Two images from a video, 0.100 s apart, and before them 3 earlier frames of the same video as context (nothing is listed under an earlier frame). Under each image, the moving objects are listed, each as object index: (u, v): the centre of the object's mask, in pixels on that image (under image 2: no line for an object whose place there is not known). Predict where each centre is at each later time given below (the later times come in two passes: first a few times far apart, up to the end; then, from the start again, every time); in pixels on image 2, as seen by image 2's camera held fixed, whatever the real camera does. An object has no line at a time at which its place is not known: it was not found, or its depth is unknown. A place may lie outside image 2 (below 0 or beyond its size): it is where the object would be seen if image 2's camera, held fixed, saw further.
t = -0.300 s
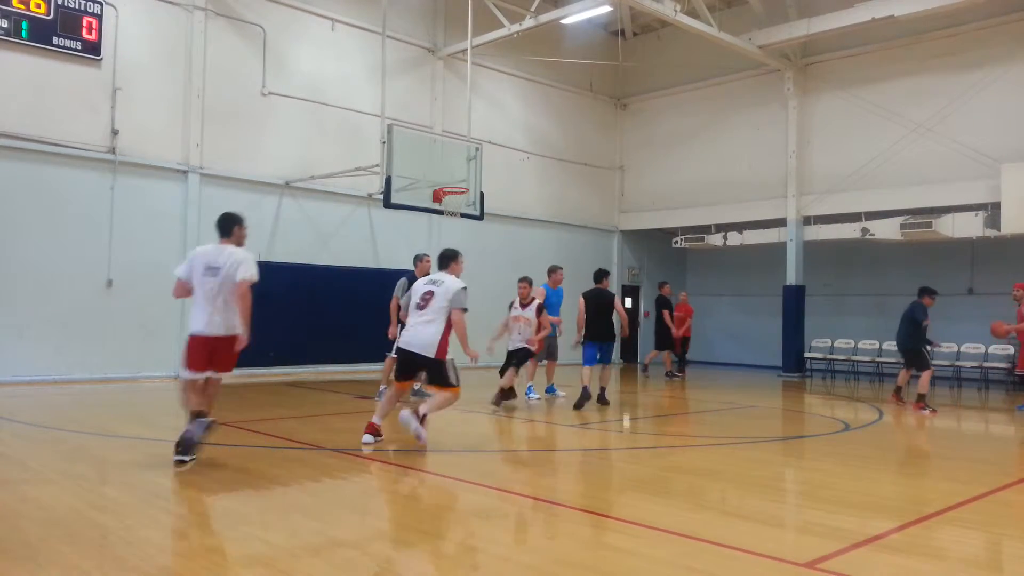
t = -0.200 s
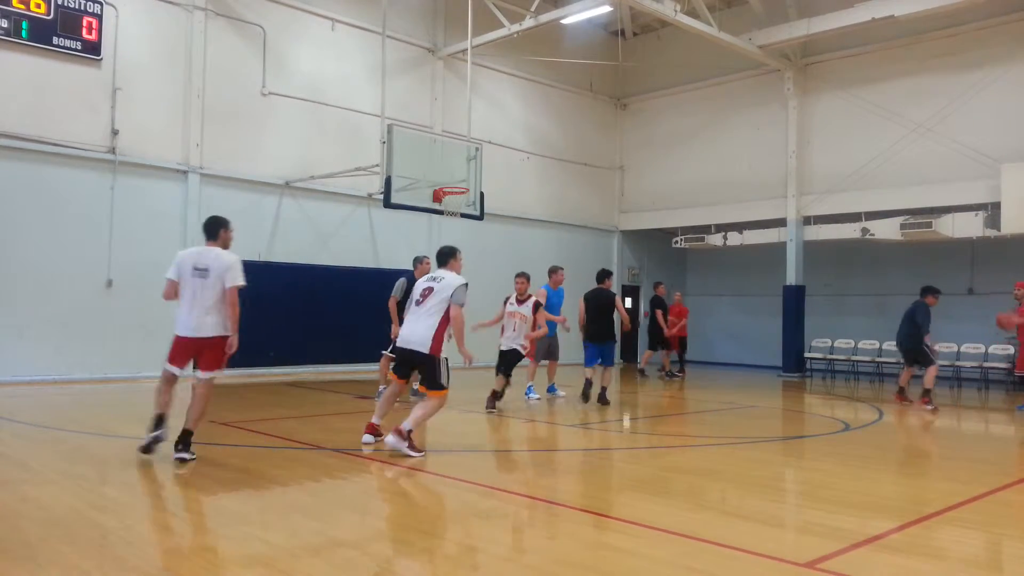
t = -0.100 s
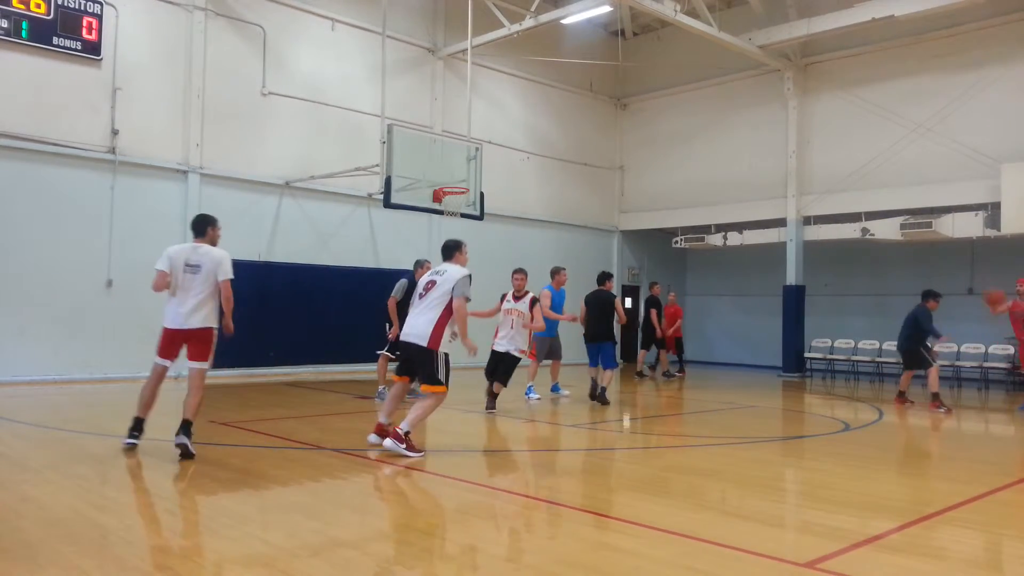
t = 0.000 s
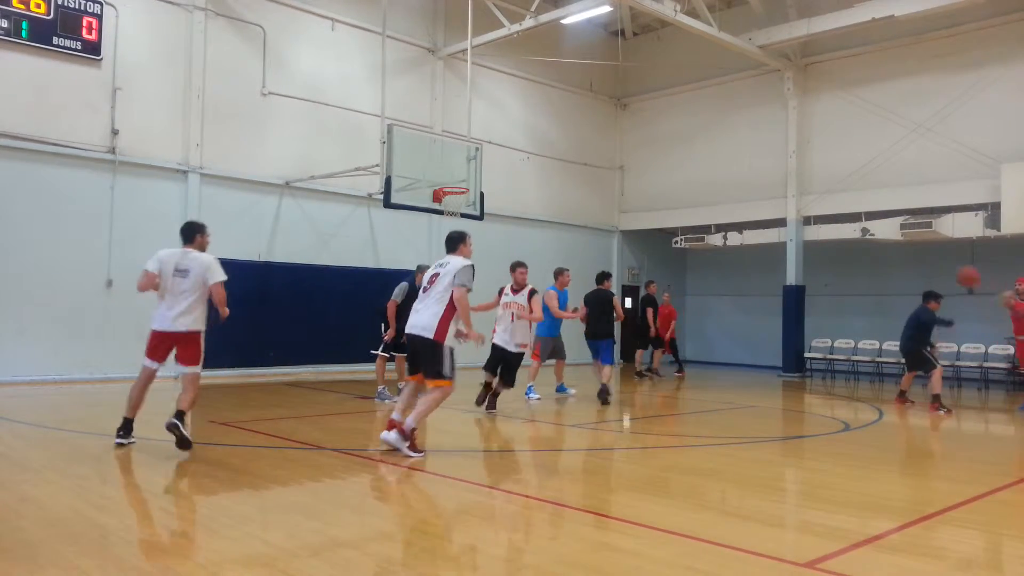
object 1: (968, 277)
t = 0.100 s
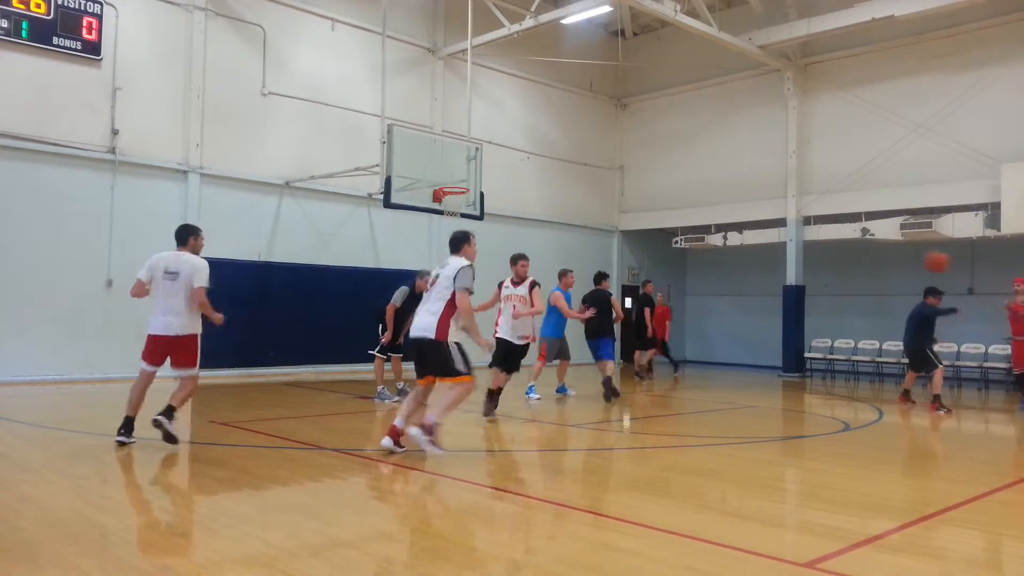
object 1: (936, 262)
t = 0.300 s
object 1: (855, 251)
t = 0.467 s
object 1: (763, 273)
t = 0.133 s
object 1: (924, 258)
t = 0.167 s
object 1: (913, 256)
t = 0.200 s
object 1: (897, 252)
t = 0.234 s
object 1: (885, 252)
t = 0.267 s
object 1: (871, 251)
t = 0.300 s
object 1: (855, 251)
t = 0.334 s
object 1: (838, 252)
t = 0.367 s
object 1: (820, 256)
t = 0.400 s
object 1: (805, 260)
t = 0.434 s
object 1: (781, 267)
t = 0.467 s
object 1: (763, 273)
